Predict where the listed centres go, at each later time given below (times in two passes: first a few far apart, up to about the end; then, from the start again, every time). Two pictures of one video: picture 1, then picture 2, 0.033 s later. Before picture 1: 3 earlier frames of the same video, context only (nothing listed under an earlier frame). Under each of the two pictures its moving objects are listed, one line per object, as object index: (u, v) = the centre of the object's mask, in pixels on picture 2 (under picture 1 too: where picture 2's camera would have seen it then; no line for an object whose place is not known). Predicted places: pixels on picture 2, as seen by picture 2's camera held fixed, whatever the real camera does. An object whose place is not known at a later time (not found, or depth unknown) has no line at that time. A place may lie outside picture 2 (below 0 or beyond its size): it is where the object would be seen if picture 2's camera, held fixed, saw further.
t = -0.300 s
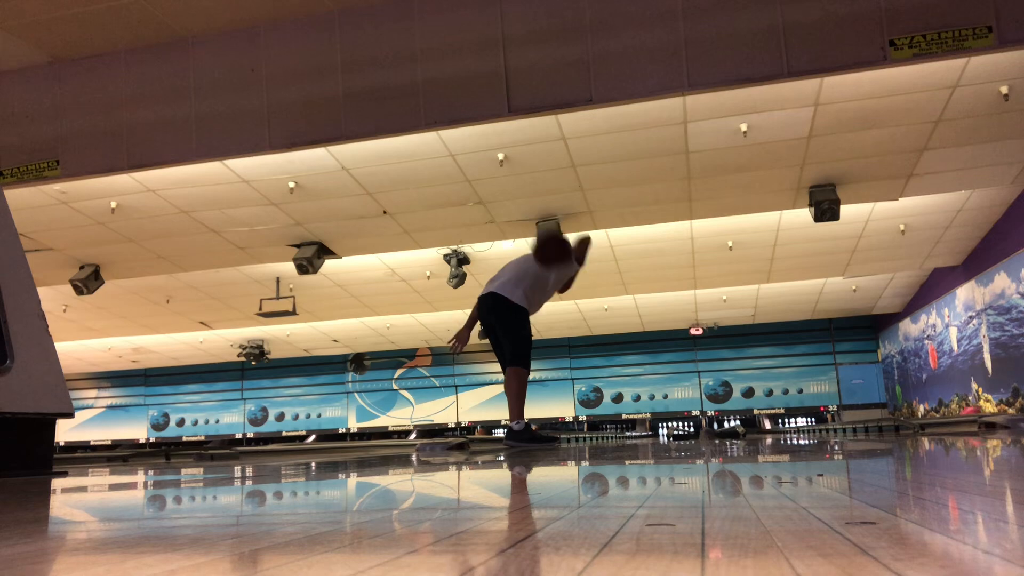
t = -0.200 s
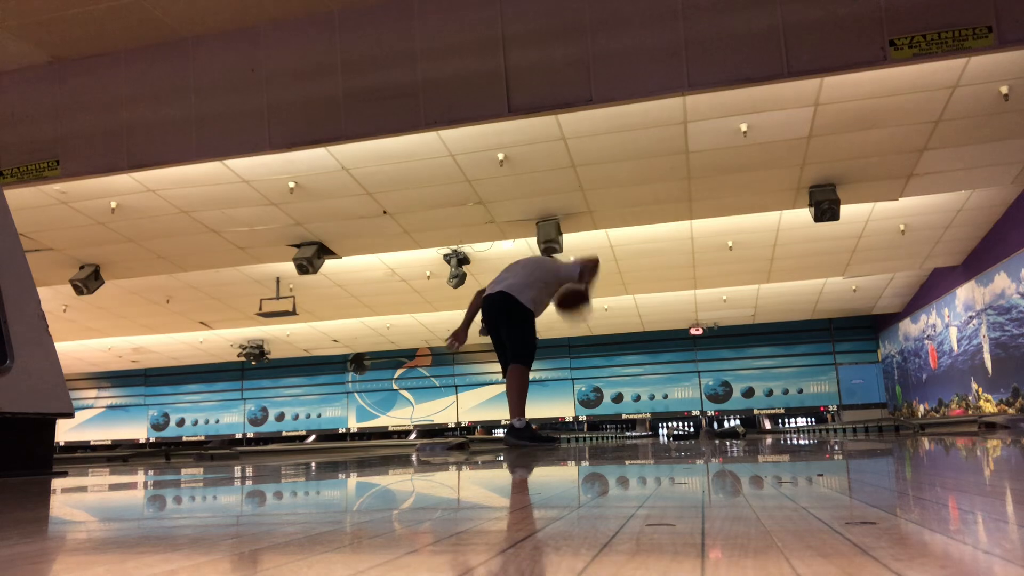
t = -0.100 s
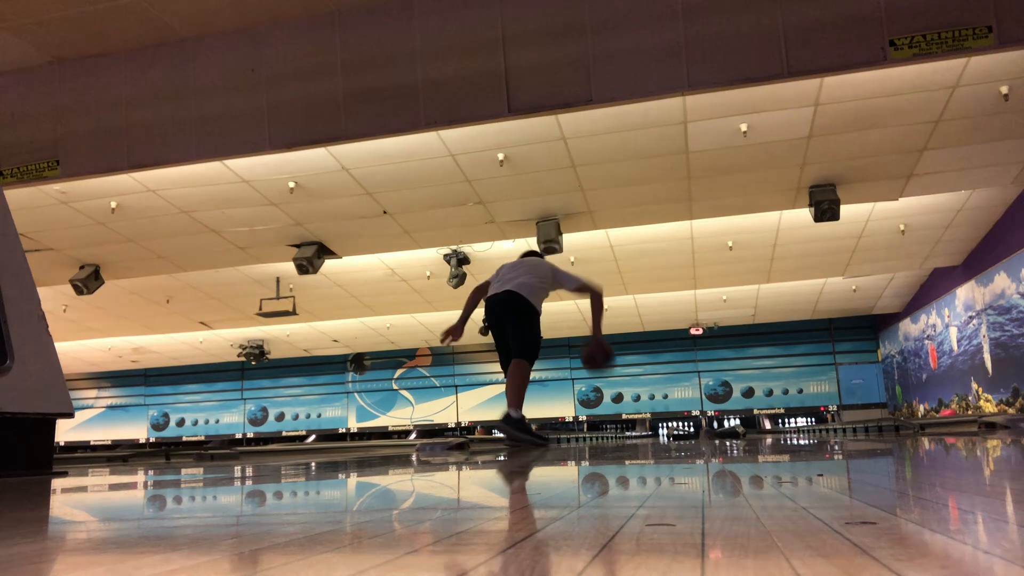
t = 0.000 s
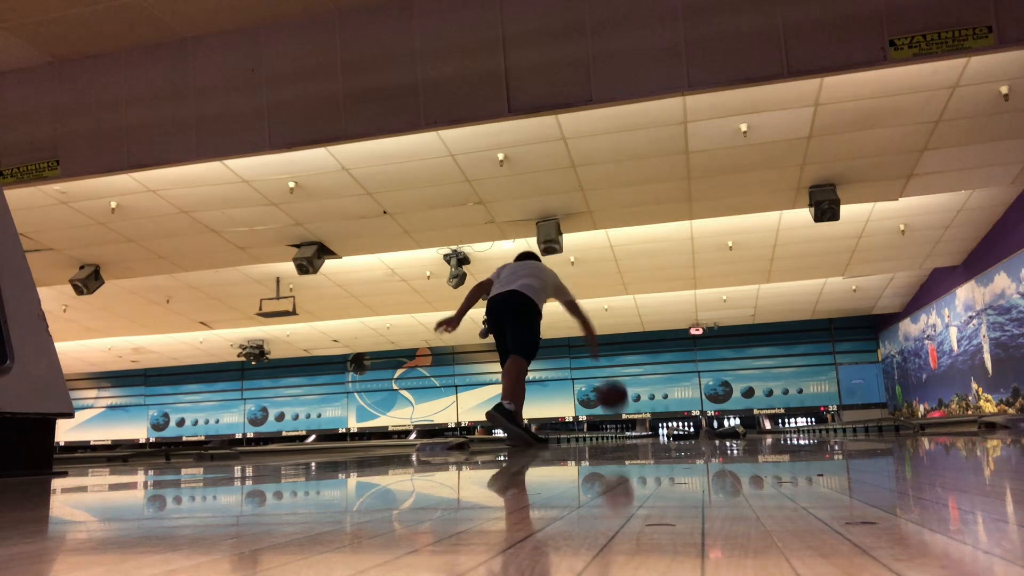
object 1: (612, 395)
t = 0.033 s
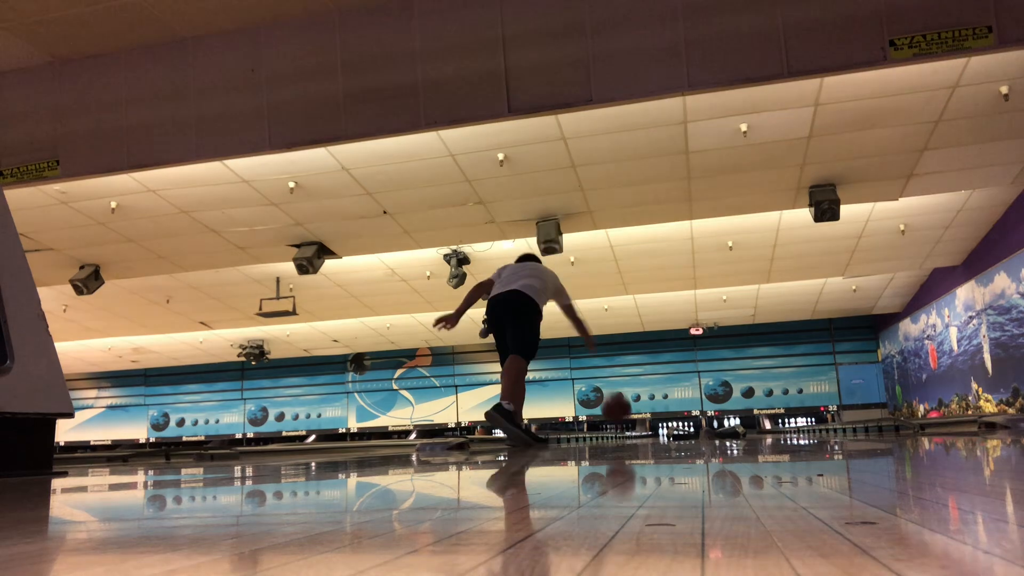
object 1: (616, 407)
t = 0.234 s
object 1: (633, 428)
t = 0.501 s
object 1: (645, 429)
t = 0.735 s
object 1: (654, 429)
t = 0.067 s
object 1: (620, 423)
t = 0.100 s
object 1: (624, 427)
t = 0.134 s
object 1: (626, 426)
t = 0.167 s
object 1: (628, 426)
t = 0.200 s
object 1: (630, 427)
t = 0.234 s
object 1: (633, 428)
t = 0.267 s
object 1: (635, 428)
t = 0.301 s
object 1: (637, 428)
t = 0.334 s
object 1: (638, 429)
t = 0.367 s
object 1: (640, 429)
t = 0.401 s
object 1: (642, 429)
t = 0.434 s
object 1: (643, 429)
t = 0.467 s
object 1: (644, 429)
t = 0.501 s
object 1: (645, 429)
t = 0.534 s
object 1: (647, 429)
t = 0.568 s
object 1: (648, 429)
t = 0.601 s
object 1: (649, 429)
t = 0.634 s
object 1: (651, 429)
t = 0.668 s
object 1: (652, 429)
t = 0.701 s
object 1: (653, 429)
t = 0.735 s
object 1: (654, 429)
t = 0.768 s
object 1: (655, 430)
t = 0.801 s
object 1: (656, 430)
